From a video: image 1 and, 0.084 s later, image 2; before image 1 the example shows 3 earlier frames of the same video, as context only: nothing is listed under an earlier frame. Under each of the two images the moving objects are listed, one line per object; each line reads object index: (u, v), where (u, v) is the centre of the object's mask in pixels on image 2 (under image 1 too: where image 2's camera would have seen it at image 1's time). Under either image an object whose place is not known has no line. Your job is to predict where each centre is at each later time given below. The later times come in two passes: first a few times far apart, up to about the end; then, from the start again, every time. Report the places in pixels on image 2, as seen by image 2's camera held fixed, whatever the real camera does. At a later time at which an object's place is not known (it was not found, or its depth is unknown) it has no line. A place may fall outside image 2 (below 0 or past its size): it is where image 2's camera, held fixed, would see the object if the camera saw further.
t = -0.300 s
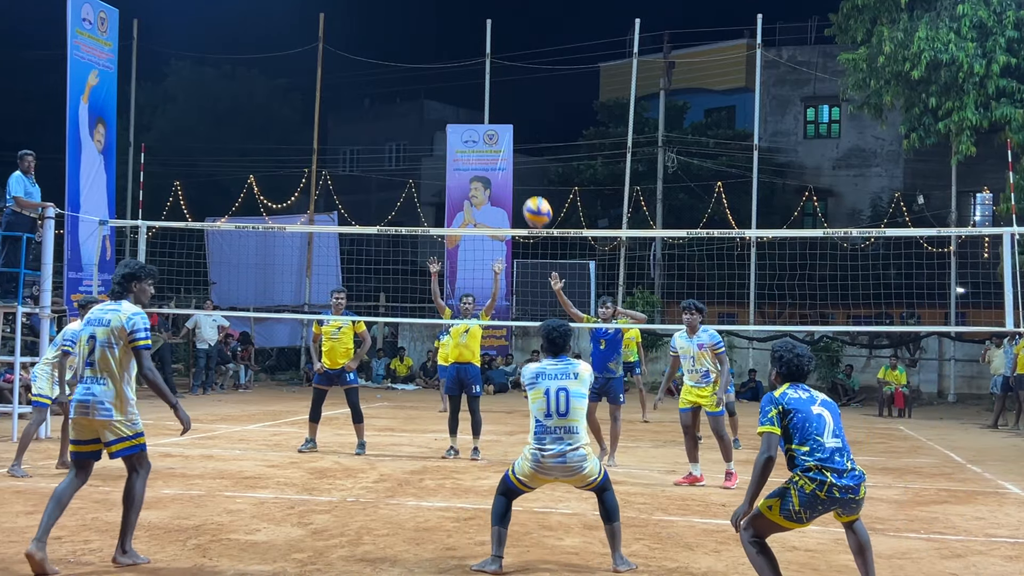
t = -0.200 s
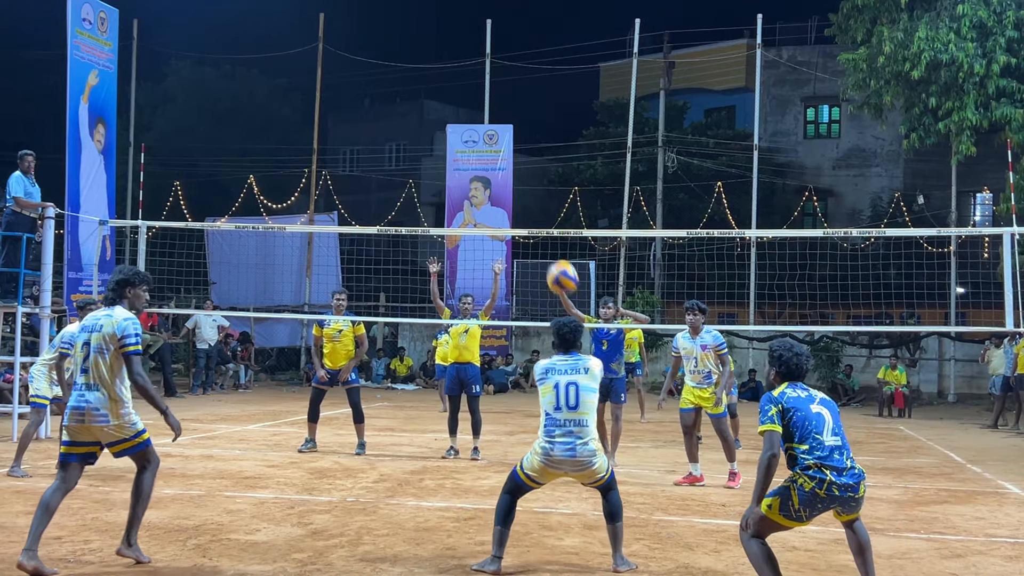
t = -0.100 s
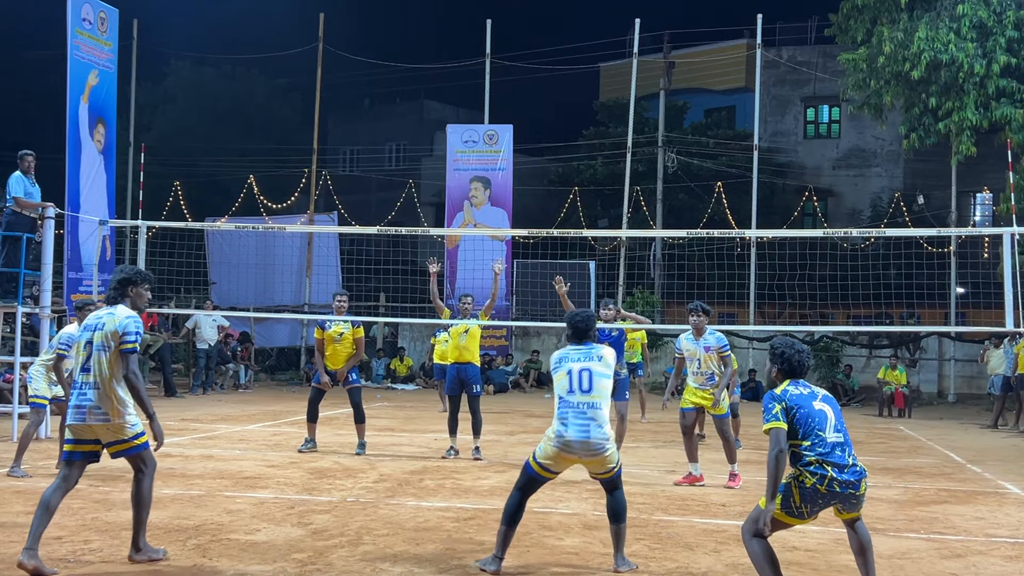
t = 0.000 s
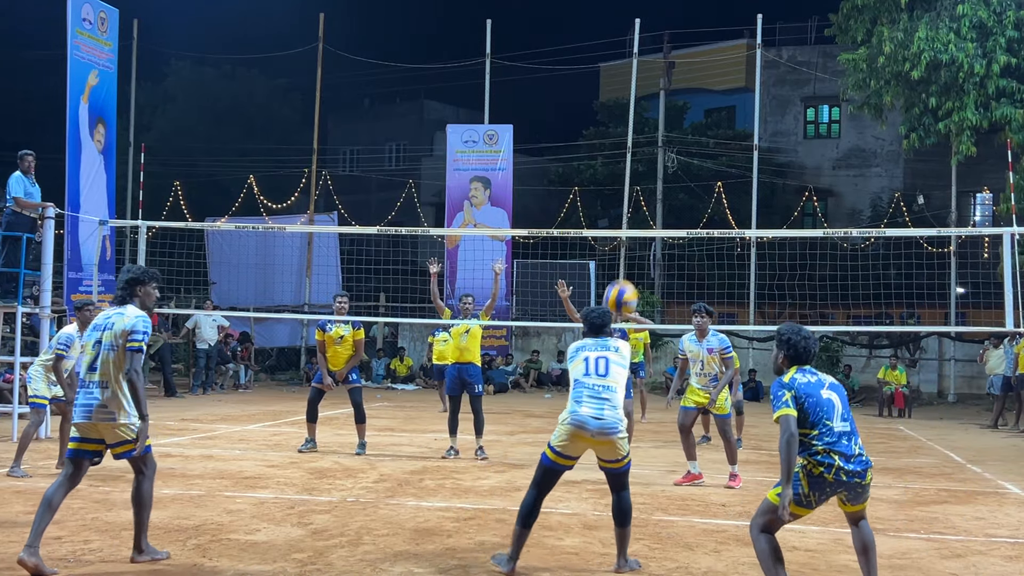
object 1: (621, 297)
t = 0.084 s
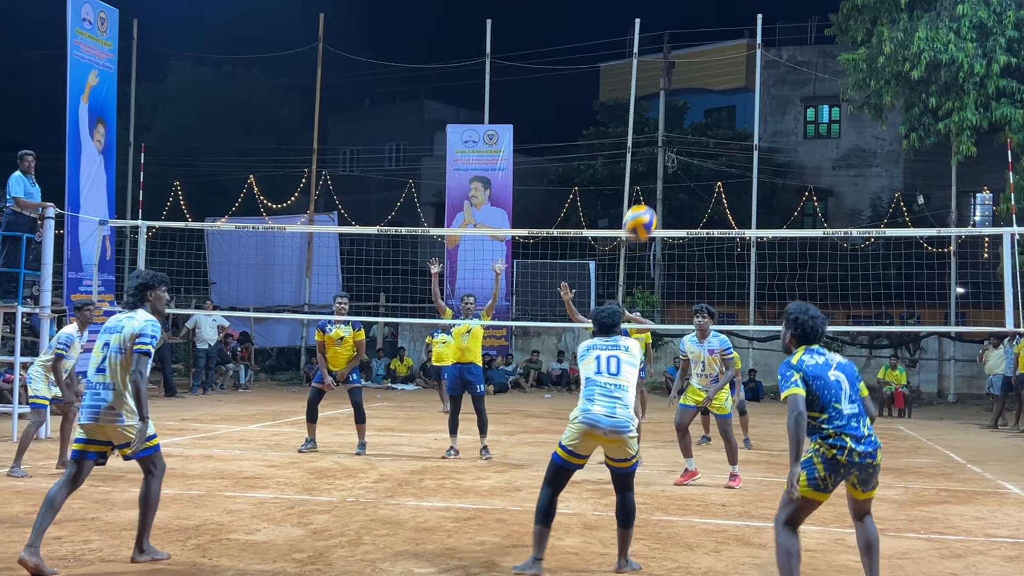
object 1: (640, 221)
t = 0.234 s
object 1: (671, 120)
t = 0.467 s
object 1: (714, 35)
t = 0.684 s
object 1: (747, 26)
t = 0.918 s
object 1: (777, 77)
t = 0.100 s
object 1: (643, 210)
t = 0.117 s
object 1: (647, 197)
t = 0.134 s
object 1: (650, 185)
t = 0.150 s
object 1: (654, 172)
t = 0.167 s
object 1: (657, 161)
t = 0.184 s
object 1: (661, 150)
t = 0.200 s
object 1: (664, 139)
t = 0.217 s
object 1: (668, 129)
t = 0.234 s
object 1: (671, 120)
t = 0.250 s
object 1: (675, 111)
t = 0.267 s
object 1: (678, 102)
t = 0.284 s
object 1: (682, 94)
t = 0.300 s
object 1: (685, 87)
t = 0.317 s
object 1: (688, 80)
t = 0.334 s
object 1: (691, 74)
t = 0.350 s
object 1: (694, 67)
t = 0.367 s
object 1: (697, 62)
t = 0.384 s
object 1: (700, 56)
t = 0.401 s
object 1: (703, 51)
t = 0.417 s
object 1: (706, 46)
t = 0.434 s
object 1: (708, 43)
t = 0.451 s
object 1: (711, 39)
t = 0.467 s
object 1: (714, 35)
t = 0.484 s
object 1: (717, 32)
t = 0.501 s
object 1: (720, 30)
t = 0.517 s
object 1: (723, 28)
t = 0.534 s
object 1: (725, 26)
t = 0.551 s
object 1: (728, 25)
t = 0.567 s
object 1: (730, 24)
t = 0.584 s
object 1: (733, 24)
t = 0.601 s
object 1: (735, 23)
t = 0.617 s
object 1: (738, 23)
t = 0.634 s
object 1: (740, 23)
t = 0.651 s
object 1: (742, 24)
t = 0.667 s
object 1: (745, 24)
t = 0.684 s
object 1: (747, 26)
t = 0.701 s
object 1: (749, 27)
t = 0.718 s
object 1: (752, 29)
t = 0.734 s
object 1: (754, 32)
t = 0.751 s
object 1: (756, 34)
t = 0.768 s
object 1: (759, 38)
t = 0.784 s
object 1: (761, 41)
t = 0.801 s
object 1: (763, 45)
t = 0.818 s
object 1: (765, 49)
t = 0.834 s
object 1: (767, 53)
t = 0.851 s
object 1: (769, 57)
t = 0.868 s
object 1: (771, 62)
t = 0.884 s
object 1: (773, 66)
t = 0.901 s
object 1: (775, 72)
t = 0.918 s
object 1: (777, 77)
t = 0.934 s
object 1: (779, 83)
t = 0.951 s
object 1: (781, 89)
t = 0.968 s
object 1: (783, 96)
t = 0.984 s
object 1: (784, 102)
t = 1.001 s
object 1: (786, 109)
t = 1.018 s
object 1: (788, 117)
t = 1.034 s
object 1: (790, 124)
